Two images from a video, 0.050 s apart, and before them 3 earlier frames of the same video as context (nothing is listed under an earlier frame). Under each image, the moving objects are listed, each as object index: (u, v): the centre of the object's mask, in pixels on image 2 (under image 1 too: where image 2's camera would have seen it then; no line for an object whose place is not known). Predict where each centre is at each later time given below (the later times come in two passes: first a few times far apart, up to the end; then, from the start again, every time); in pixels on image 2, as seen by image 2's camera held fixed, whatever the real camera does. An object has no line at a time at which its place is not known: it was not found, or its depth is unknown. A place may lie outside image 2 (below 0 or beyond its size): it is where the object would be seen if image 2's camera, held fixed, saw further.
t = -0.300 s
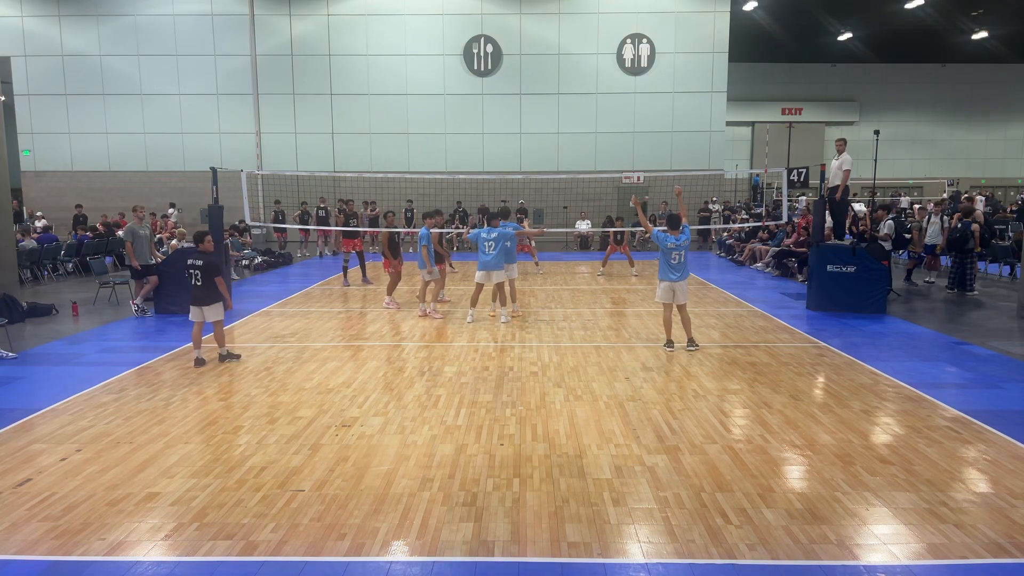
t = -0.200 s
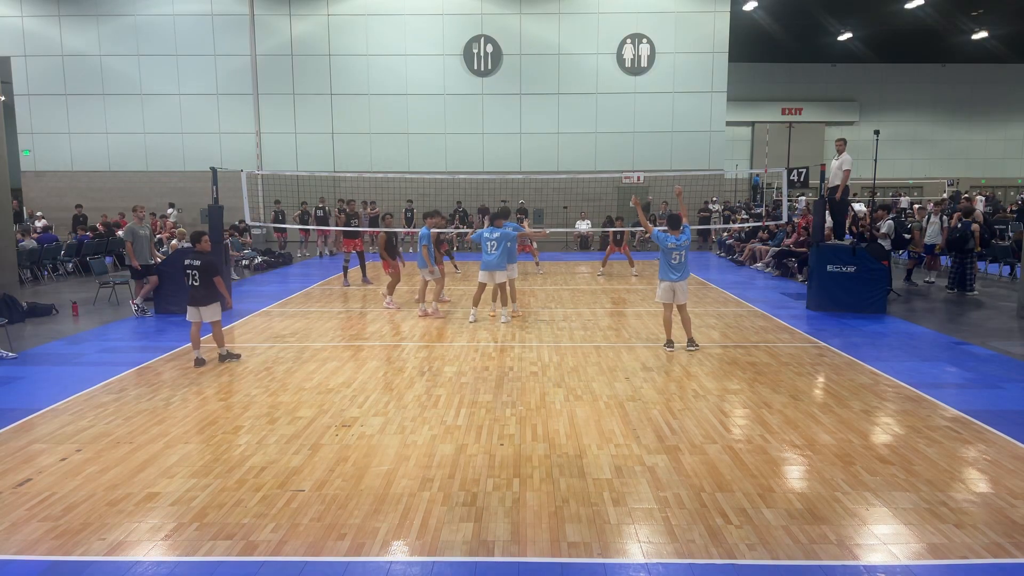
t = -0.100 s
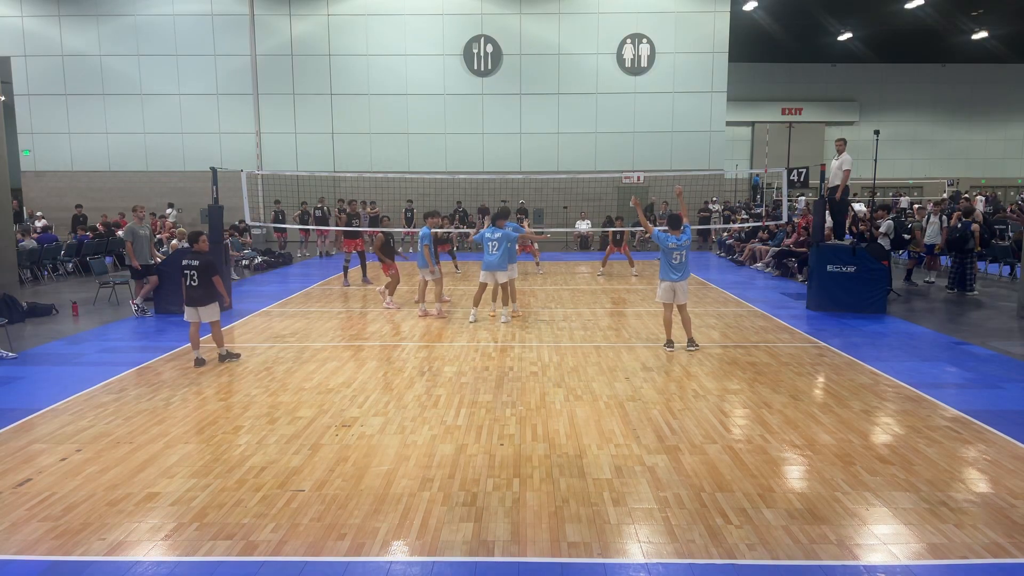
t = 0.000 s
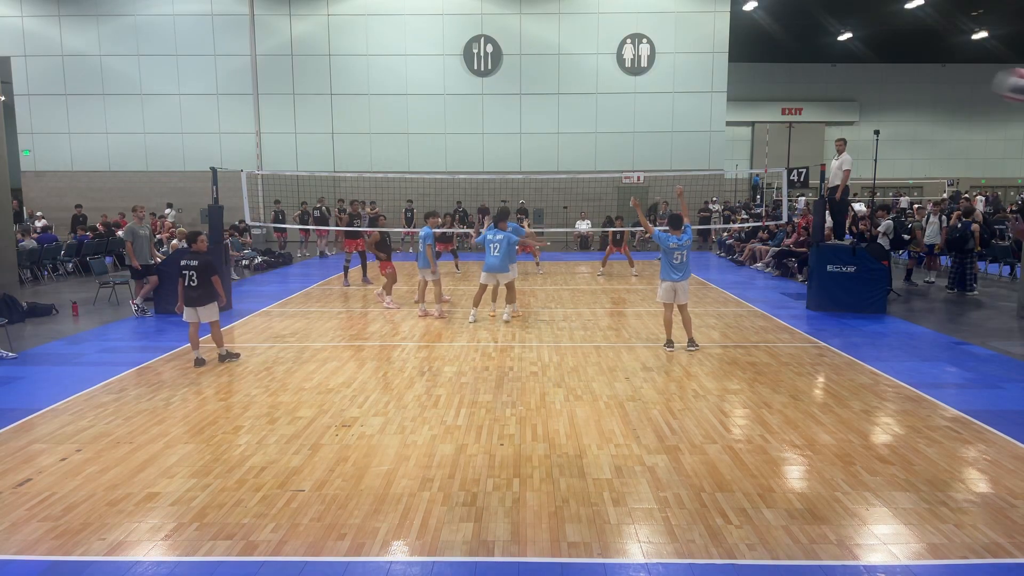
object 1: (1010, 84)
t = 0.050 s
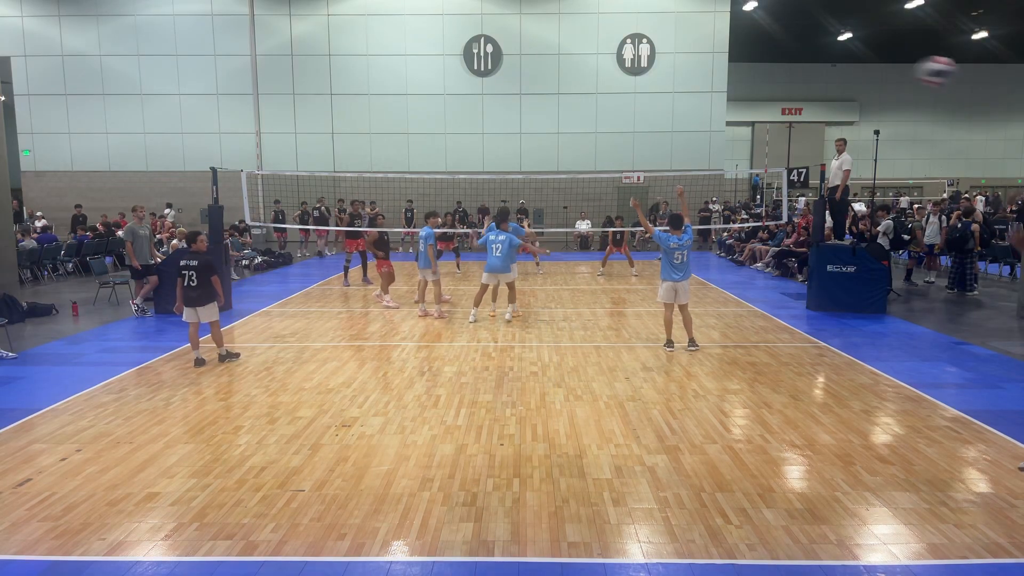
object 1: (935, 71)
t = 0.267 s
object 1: (735, 59)
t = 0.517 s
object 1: (633, 87)
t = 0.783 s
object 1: (578, 131)
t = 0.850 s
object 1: (569, 144)
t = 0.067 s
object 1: (912, 67)
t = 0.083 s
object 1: (891, 64)
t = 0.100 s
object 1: (871, 63)
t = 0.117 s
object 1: (853, 61)
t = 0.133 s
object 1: (835, 59)
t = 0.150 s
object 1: (819, 58)
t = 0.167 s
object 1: (804, 57)
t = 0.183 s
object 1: (791, 57)
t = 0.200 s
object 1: (778, 57)
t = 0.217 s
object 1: (766, 57)
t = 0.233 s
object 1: (754, 57)
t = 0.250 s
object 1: (744, 58)
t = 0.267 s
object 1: (735, 59)
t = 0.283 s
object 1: (726, 60)
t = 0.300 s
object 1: (715, 62)
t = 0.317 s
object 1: (708, 63)
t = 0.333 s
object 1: (699, 65)
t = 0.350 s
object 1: (692, 66)
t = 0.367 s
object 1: (685, 68)
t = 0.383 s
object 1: (678, 70)
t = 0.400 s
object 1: (671, 72)
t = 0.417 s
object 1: (665, 74)
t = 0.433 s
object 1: (659, 75)
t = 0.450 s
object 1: (654, 78)
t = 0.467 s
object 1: (648, 80)
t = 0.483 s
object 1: (643, 83)
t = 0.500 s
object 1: (638, 85)
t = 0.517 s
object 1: (633, 87)
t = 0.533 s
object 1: (628, 90)
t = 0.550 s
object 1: (624, 93)
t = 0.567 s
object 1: (620, 95)
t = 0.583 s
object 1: (615, 98)
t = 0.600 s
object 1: (611, 100)
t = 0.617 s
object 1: (607, 103)
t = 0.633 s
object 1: (604, 106)
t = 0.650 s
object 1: (601, 108)
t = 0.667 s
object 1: (597, 111)
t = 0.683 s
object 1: (594, 114)
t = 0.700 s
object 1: (591, 116)
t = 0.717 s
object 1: (588, 119)
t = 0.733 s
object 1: (586, 122)
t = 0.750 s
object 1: (583, 125)
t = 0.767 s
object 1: (580, 128)
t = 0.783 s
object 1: (578, 131)
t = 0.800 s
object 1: (576, 134)
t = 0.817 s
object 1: (573, 137)
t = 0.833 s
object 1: (571, 141)
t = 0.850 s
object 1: (569, 144)
